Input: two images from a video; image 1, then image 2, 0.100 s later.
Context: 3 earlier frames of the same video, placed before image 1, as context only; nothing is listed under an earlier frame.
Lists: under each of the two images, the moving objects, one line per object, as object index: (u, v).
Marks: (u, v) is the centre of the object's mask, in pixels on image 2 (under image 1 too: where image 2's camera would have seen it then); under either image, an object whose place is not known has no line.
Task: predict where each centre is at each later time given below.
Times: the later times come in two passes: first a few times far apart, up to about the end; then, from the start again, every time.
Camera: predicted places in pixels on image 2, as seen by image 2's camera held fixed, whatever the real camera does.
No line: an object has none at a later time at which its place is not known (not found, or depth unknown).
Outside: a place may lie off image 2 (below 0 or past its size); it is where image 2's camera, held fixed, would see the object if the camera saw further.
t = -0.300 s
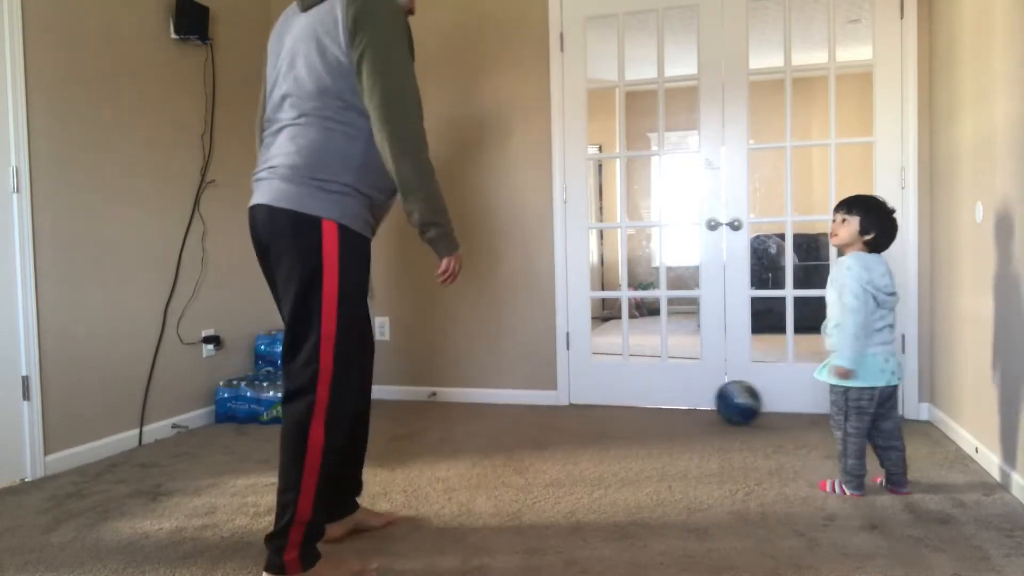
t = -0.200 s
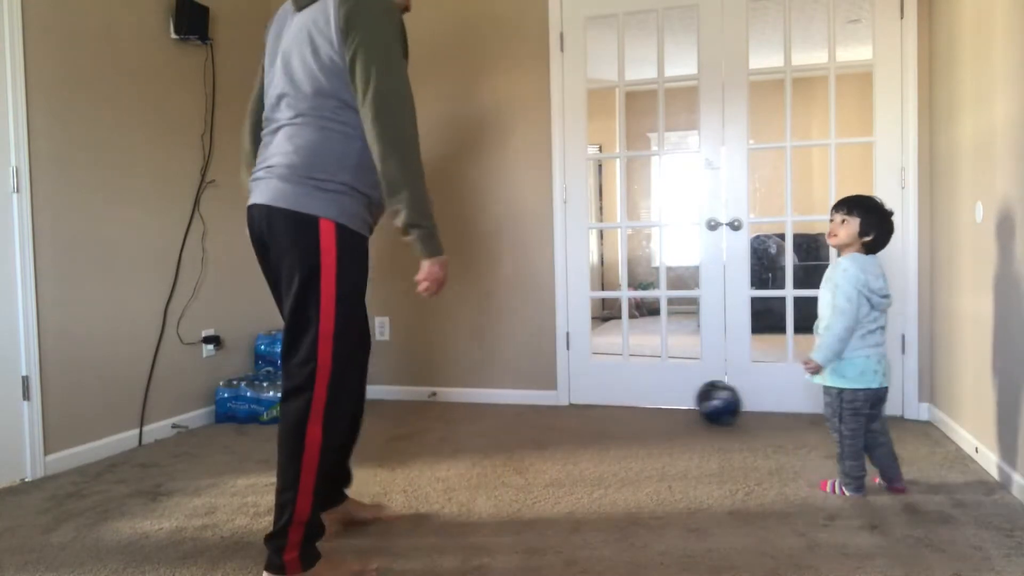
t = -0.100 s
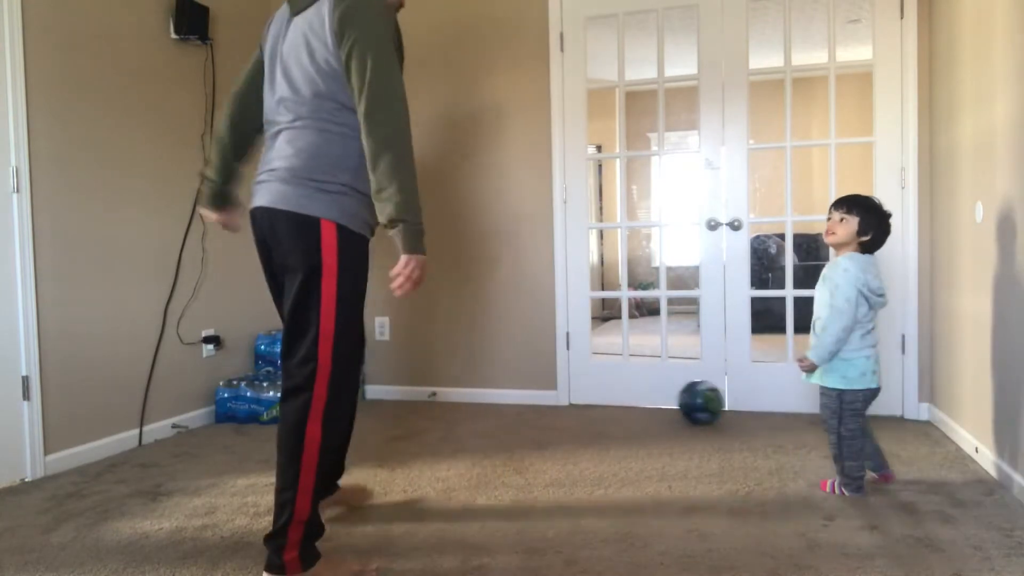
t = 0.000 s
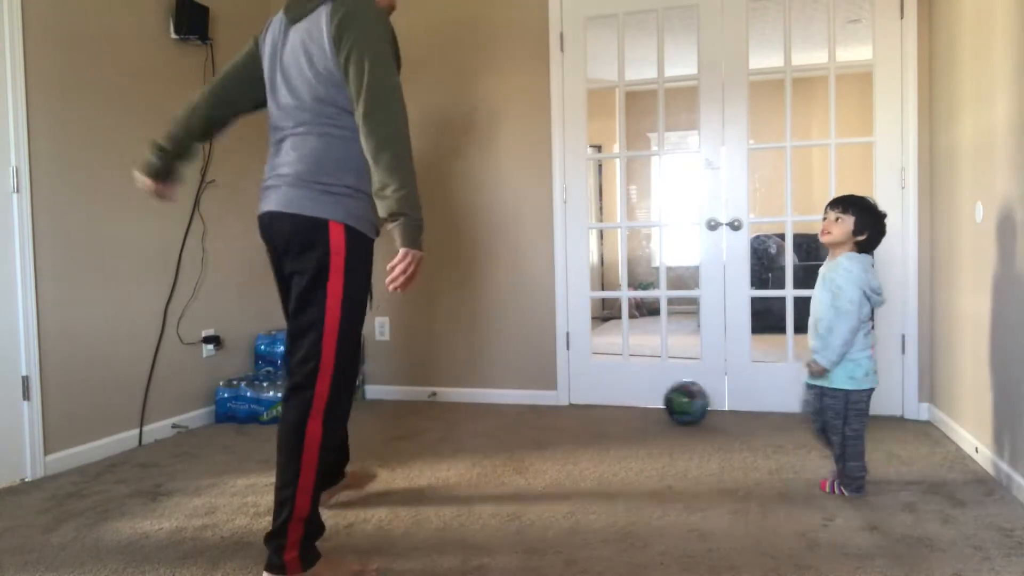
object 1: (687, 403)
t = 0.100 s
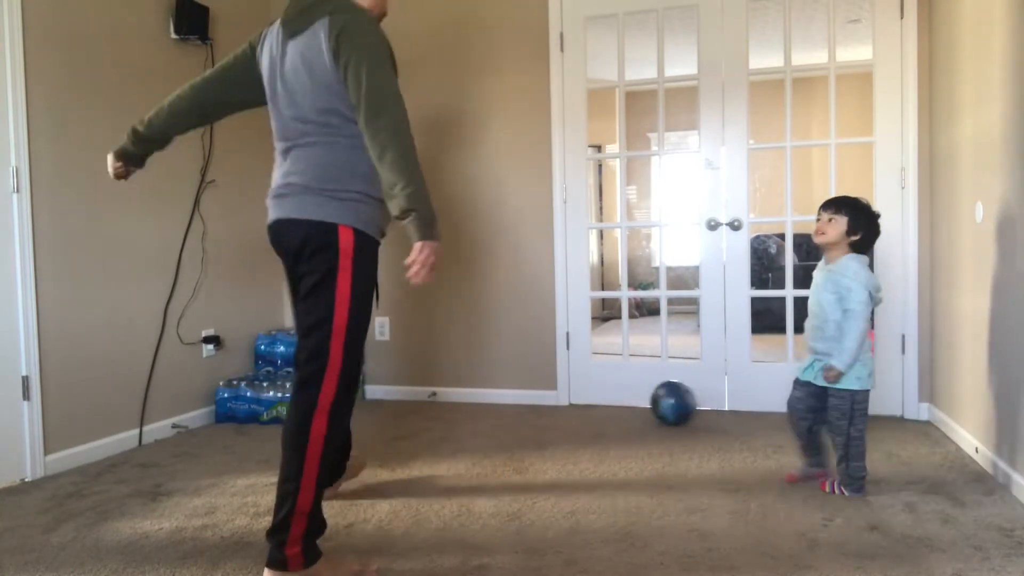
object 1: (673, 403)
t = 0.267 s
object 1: (646, 404)
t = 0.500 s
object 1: (613, 404)
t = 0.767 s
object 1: (585, 407)
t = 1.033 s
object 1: (549, 408)
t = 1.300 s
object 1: (527, 410)
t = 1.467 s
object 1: (517, 411)
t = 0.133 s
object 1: (668, 403)
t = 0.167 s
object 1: (663, 404)
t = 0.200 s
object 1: (658, 404)
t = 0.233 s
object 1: (652, 404)
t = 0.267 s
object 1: (646, 404)
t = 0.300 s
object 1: (641, 404)
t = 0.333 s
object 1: (635, 405)
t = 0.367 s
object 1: (630, 405)
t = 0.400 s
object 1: (625, 405)
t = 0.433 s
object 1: (621, 404)
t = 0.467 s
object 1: (617, 404)
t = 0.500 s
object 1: (613, 404)
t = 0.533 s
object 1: (610, 404)
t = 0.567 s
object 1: (607, 404)
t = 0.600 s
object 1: (603, 404)
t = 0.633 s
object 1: (600, 405)
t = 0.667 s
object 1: (596, 405)
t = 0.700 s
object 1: (593, 405)
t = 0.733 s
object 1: (589, 406)
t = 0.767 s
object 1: (585, 407)
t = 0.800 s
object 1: (580, 406)
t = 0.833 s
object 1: (576, 407)
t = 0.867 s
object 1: (571, 407)
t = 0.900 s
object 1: (566, 407)
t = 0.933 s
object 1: (561, 407)
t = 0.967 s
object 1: (557, 408)
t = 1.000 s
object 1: (553, 408)
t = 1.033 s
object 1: (549, 408)
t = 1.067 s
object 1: (545, 408)
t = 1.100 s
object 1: (542, 409)
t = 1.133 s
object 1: (540, 408)
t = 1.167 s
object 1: (536, 408)
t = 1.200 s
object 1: (534, 408)
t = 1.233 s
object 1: (531, 409)
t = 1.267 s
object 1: (529, 409)
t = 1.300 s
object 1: (527, 410)
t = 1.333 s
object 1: (525, 410)
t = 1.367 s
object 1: (523, 410)
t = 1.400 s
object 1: (521, 410)
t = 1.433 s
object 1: (519, 411)
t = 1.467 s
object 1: (517, 411)
